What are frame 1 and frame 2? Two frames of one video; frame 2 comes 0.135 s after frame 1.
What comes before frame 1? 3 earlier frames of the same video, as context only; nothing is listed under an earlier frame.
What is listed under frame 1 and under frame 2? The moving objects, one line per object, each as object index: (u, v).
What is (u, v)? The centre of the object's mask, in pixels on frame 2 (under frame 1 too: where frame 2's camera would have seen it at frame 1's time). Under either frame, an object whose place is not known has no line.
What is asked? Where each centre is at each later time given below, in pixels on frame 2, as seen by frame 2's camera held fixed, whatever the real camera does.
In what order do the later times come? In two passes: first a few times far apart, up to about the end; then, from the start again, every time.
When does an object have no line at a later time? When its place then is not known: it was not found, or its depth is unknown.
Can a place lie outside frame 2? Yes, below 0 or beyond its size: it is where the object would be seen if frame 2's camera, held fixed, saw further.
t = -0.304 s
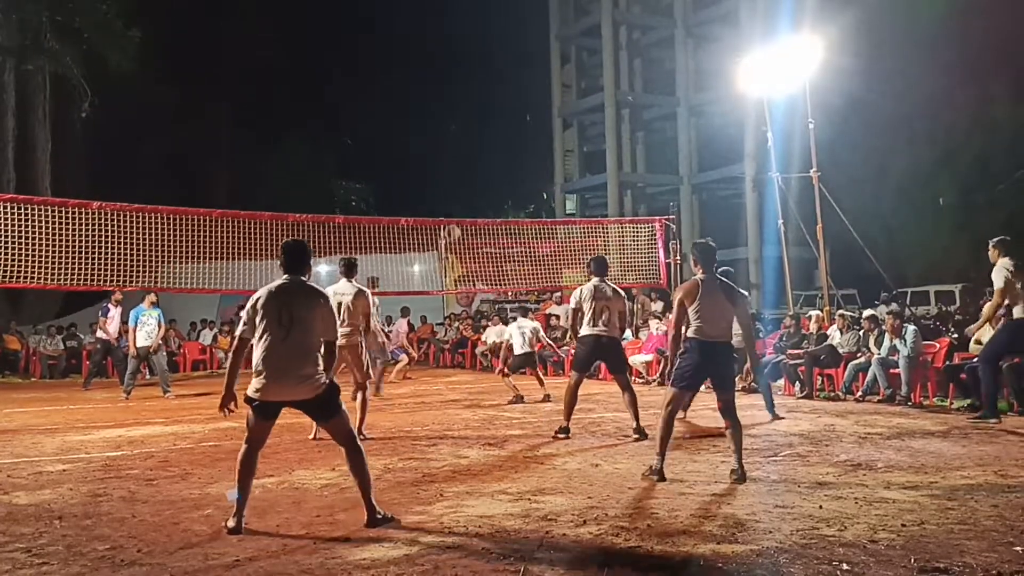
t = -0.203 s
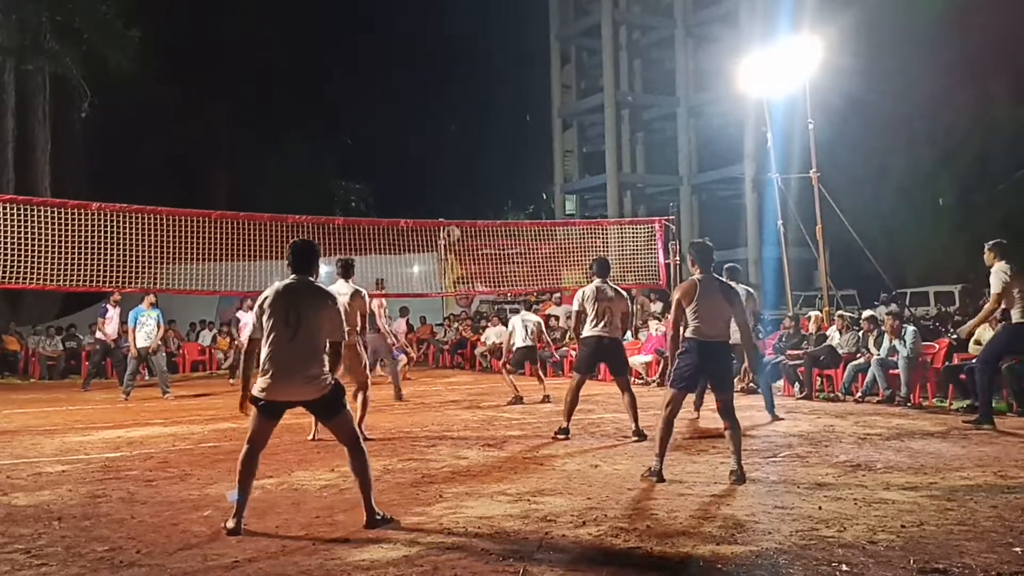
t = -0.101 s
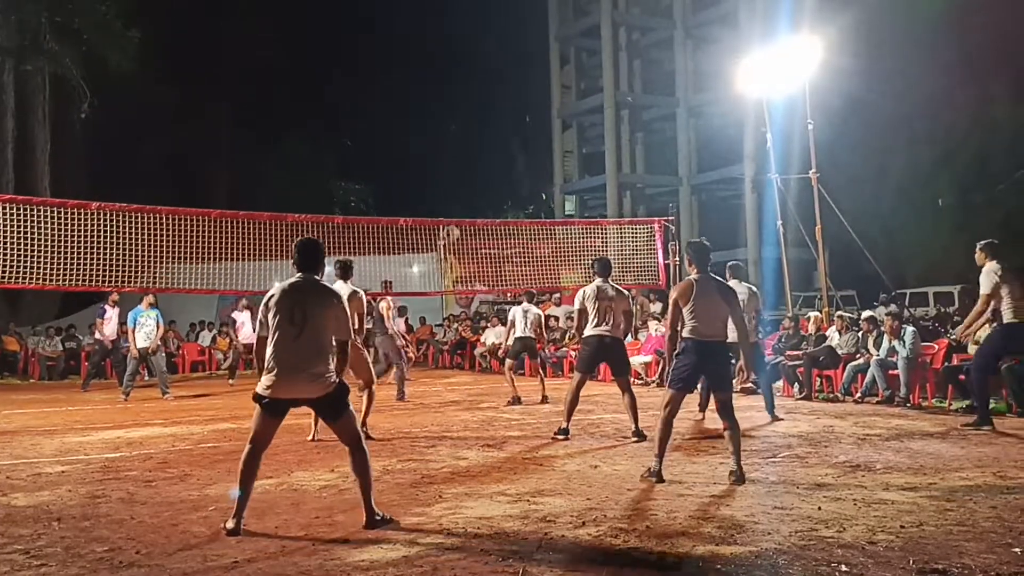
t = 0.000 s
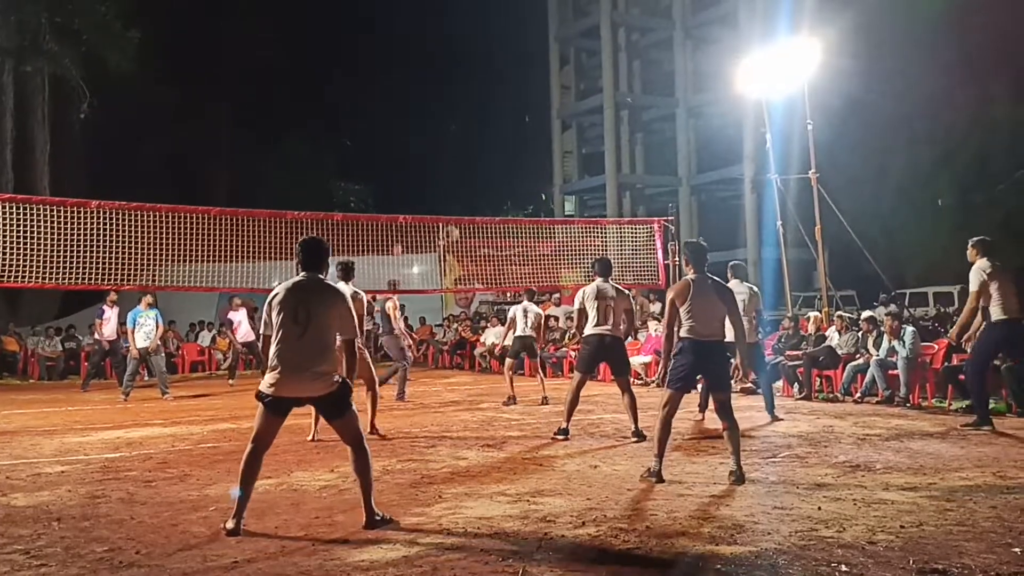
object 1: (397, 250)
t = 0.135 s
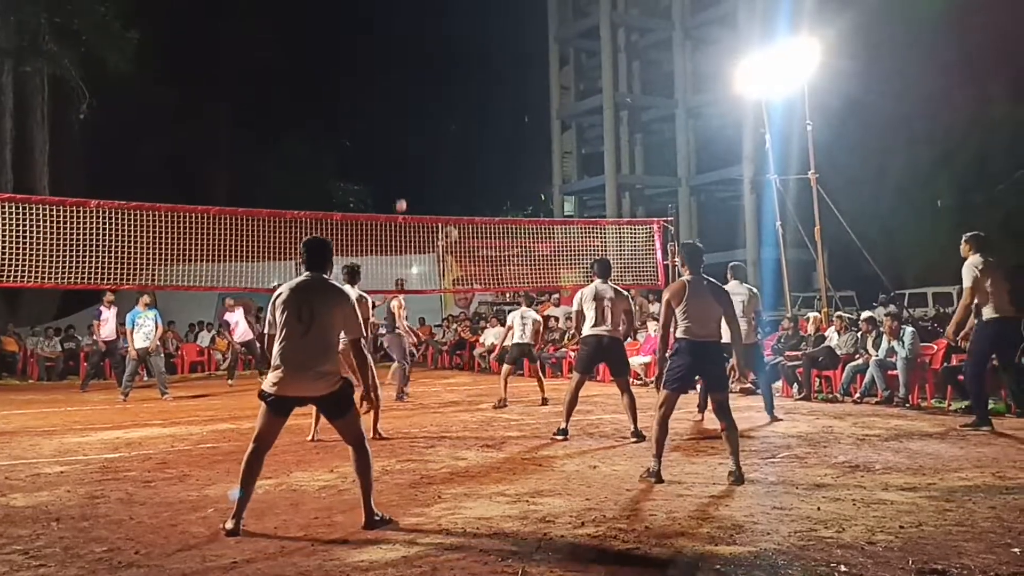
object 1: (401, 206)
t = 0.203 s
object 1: (403, 185)
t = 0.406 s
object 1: (410, 135)
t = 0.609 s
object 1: (418, 102)
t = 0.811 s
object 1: (429, 93)
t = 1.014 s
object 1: (442, 115)
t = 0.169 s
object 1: (402, 195)
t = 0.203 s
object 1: (403, 185)
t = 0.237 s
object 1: (404, 176)
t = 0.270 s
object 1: (405, 167)
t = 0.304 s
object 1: (406, 157)
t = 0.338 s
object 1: (407, 150)
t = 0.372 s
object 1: (409, 142)
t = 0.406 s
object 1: (410, 135)
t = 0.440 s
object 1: (411, 128)
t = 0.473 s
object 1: (413, 121)
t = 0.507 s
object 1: (414, 116)
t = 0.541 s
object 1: (416, 111)
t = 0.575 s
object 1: (417, 106)
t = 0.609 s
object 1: (418, 102)
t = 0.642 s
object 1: (420, 99)
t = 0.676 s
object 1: (422, 96)
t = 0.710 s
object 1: (423, 94)
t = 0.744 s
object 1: (425, 93)
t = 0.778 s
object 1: (427, 93)
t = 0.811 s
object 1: (429, 93)
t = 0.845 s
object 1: (431, 94)
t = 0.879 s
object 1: (433, 96)
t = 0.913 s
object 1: (435, 99)
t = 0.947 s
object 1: (437, 103)
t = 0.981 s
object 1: (440, 108)
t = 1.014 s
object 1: (442, 115)
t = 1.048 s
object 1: (445, 122)
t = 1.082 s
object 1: (447, 130)
